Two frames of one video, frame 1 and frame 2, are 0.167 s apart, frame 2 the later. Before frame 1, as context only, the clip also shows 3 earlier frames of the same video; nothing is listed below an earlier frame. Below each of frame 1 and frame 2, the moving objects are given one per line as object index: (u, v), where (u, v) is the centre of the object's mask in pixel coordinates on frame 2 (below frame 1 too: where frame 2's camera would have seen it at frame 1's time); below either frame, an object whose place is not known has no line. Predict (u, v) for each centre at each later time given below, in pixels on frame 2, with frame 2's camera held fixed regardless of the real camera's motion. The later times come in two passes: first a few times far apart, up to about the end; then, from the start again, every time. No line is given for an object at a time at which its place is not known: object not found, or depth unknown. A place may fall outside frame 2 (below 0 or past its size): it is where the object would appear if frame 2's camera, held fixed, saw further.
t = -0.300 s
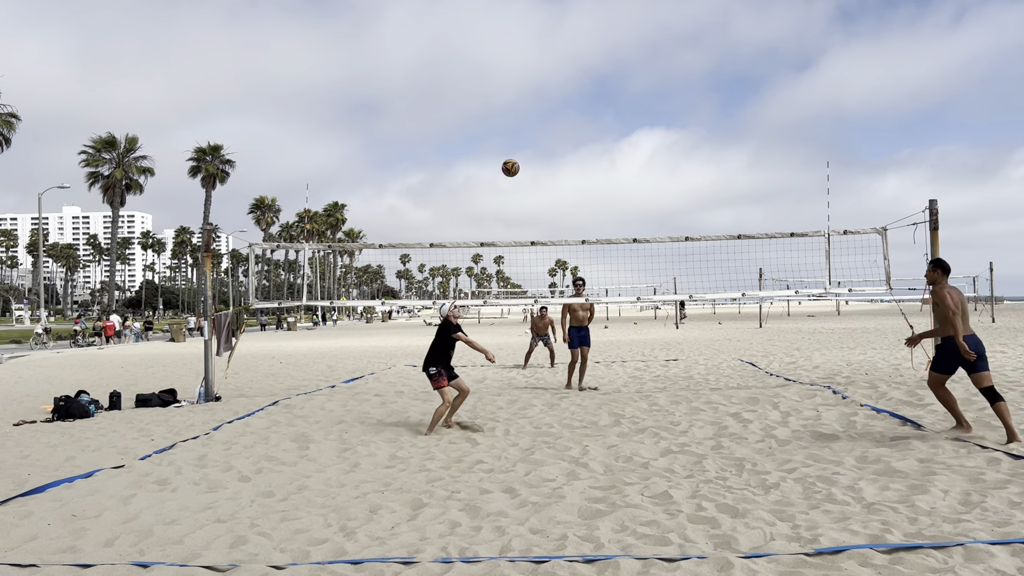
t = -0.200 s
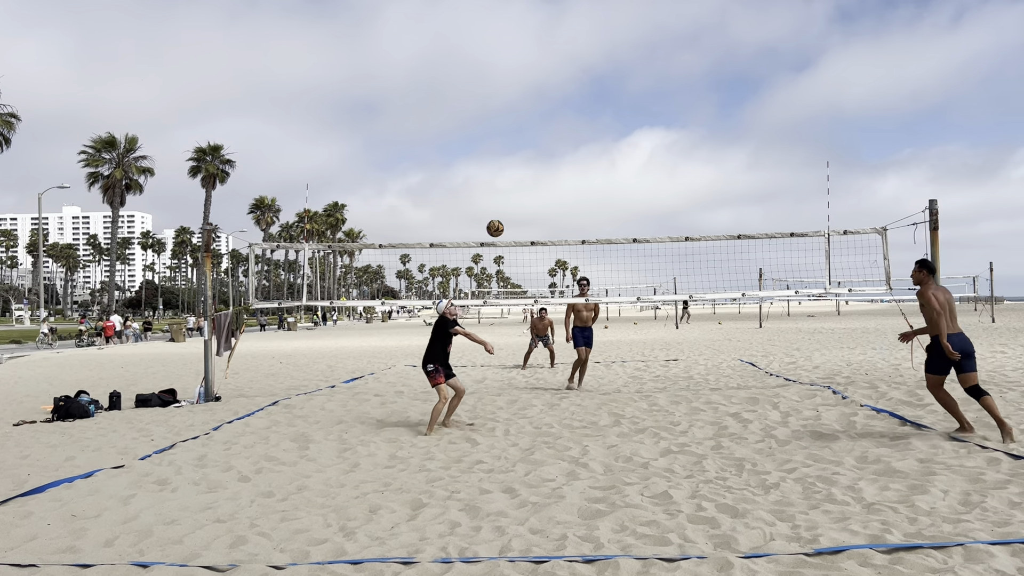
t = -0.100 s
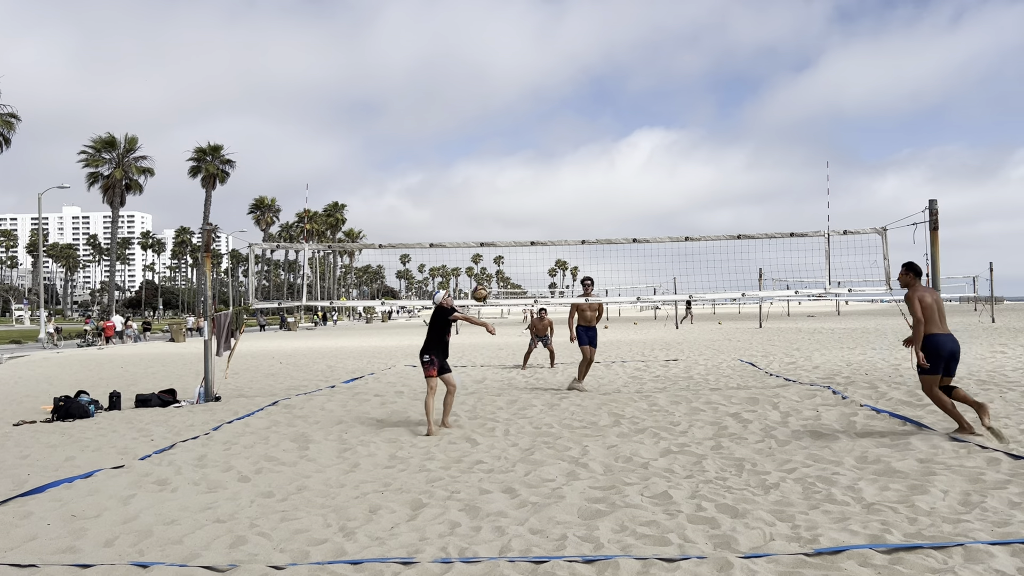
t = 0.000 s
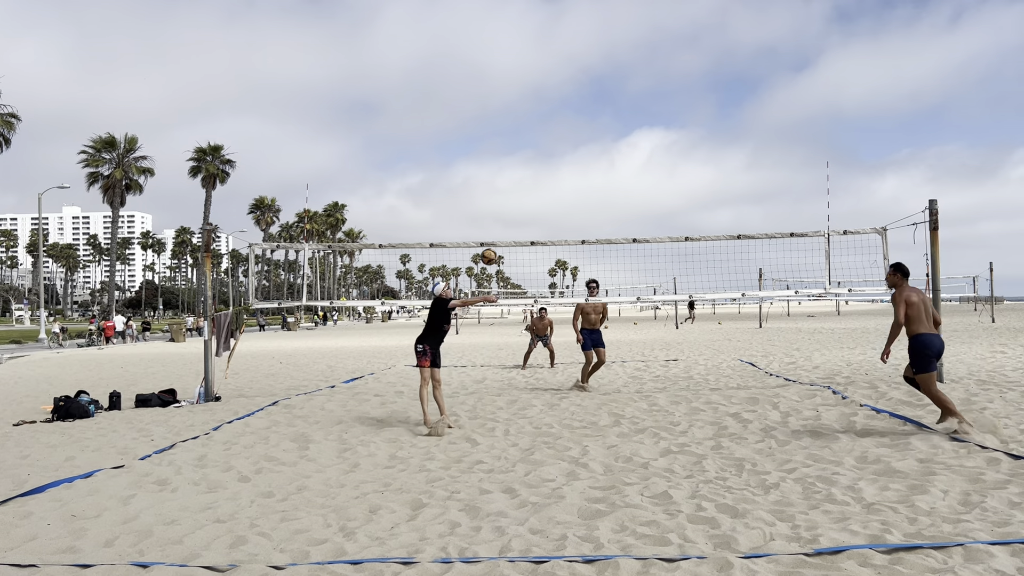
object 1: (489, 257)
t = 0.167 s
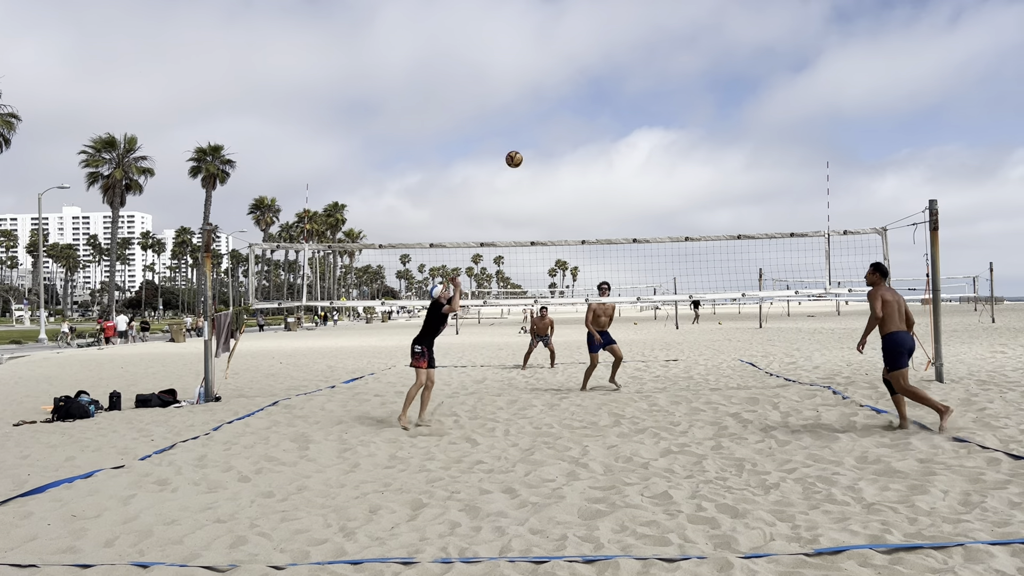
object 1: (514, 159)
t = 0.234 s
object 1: (523, 127)
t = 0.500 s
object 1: (560, 36)
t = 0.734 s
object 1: (587, 6)
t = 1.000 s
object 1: (613, 23)
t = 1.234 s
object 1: (632, 78)
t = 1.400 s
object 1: (641, 139)
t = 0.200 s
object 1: (519, 142)
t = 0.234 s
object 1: (523, 127)
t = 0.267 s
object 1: (528, 112)
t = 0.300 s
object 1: (533, 98)
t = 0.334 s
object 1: (537, 85)
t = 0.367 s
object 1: (542, 73)
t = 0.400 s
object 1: (546, 63)
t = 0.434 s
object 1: (551, 53)
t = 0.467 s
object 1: (555, 44)
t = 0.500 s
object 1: (560, 36)
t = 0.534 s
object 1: (564, 29)
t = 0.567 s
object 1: (568, 23)
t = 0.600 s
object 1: (572, 17)
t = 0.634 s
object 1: (576, 13)
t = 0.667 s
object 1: (579, 9)
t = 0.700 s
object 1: (583, 7)
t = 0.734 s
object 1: (587, 6)
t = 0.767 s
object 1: (590, 6)
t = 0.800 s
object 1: (594, 6)
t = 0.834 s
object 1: (597, 6)
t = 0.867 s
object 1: (600, 7)
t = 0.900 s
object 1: (604, 10)
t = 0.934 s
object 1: (607, 14)
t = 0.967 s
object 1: (610, 18)
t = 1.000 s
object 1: (613, 23)
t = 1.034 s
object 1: (616, 28)
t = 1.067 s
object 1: (619, 35)
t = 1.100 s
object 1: (621, 42)
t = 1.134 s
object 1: (624, 50)
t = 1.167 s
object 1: (627, 59)
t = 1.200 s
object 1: (629, 68)
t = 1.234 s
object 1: (632, 78)
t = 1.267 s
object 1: (634, 89)
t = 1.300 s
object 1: (636, 100)
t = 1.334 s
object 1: (638, 113)
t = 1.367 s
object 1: (640, 125)
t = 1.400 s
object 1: (641, 139)
